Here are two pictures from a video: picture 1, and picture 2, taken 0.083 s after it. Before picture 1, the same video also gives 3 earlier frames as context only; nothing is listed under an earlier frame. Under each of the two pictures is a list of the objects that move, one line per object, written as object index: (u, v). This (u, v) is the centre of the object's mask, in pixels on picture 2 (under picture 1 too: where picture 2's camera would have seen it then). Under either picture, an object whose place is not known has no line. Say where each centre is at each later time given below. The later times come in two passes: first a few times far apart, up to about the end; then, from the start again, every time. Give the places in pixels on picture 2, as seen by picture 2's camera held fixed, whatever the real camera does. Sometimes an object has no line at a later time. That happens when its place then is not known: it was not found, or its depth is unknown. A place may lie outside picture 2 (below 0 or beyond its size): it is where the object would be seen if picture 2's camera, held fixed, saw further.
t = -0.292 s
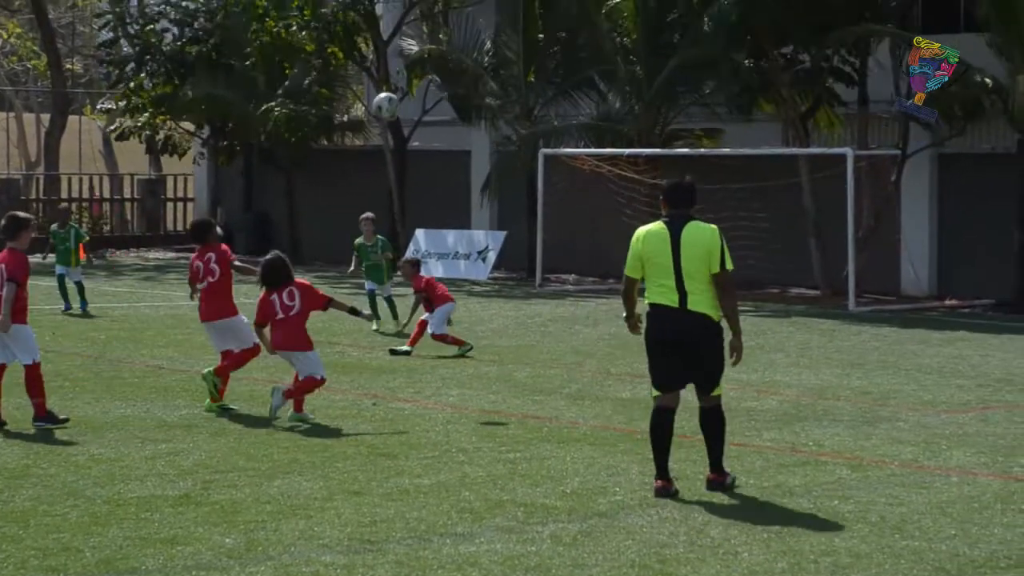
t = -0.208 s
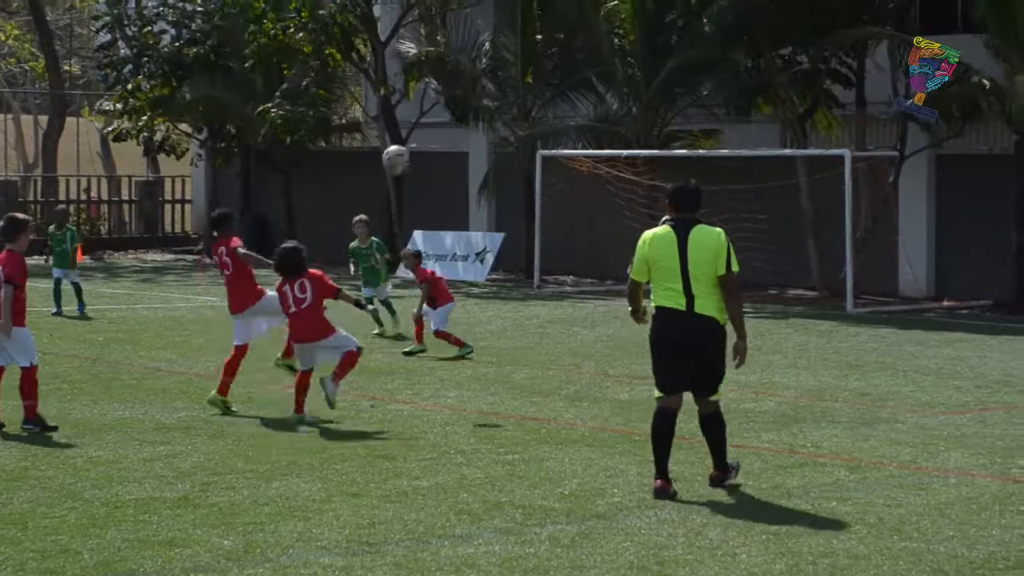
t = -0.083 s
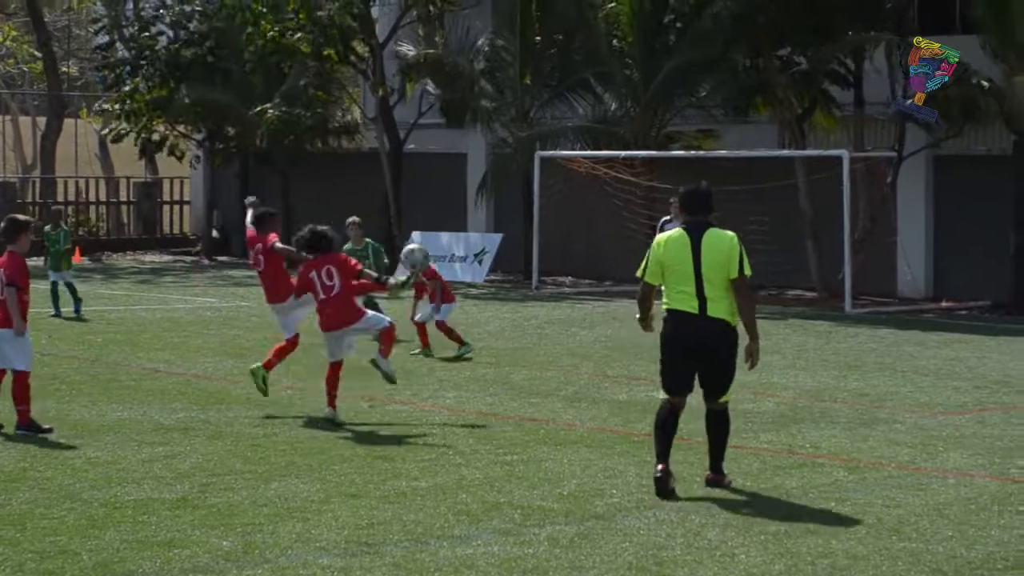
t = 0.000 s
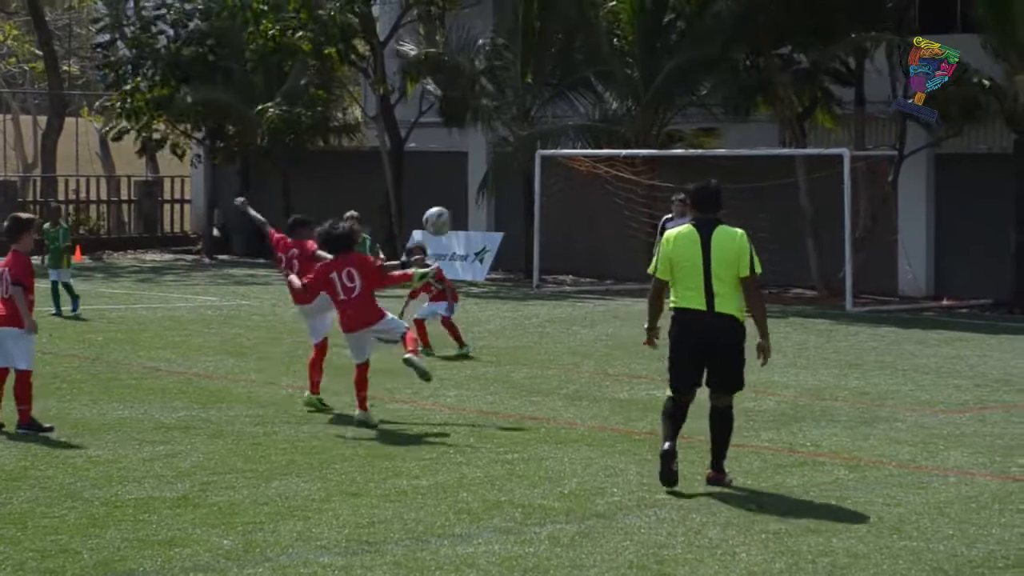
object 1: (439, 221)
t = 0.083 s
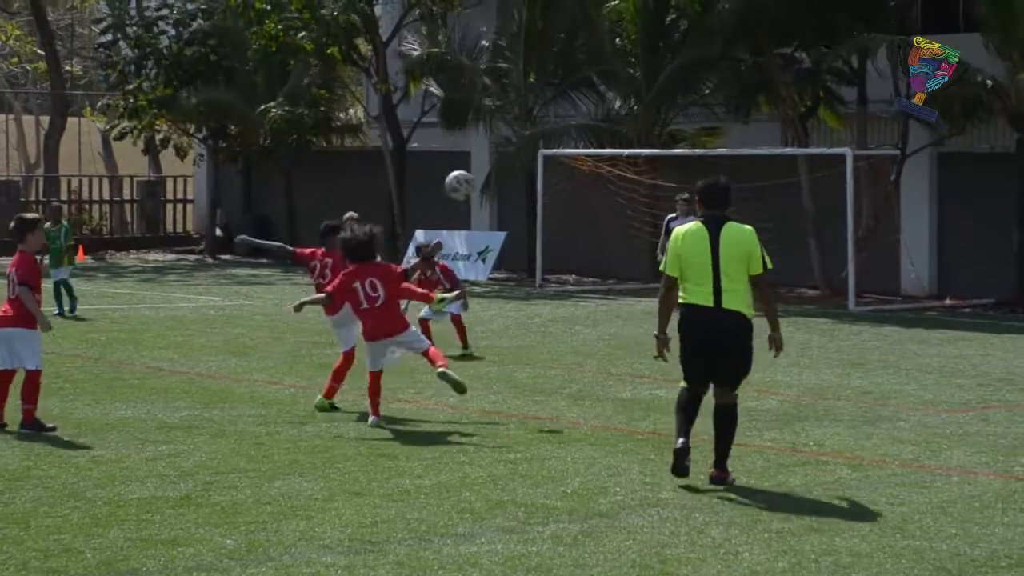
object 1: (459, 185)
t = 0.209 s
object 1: (488, 148)
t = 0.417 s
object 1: (535, 134)
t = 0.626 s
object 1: (583, 181)
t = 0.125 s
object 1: (468, 169)
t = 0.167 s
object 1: (479, 158)
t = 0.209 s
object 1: (488, 148)
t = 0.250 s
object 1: (497, 139)
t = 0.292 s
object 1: (506, 137)
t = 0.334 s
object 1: (517, 131)
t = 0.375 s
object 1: (526, 133)
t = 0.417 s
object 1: (535, 134)
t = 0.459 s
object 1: (545, 140)
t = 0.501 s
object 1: (555, 146)
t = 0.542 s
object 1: (564, 156)
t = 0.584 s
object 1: (573, 167)
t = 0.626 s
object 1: (583, 181)
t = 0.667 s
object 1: (592, 198)
